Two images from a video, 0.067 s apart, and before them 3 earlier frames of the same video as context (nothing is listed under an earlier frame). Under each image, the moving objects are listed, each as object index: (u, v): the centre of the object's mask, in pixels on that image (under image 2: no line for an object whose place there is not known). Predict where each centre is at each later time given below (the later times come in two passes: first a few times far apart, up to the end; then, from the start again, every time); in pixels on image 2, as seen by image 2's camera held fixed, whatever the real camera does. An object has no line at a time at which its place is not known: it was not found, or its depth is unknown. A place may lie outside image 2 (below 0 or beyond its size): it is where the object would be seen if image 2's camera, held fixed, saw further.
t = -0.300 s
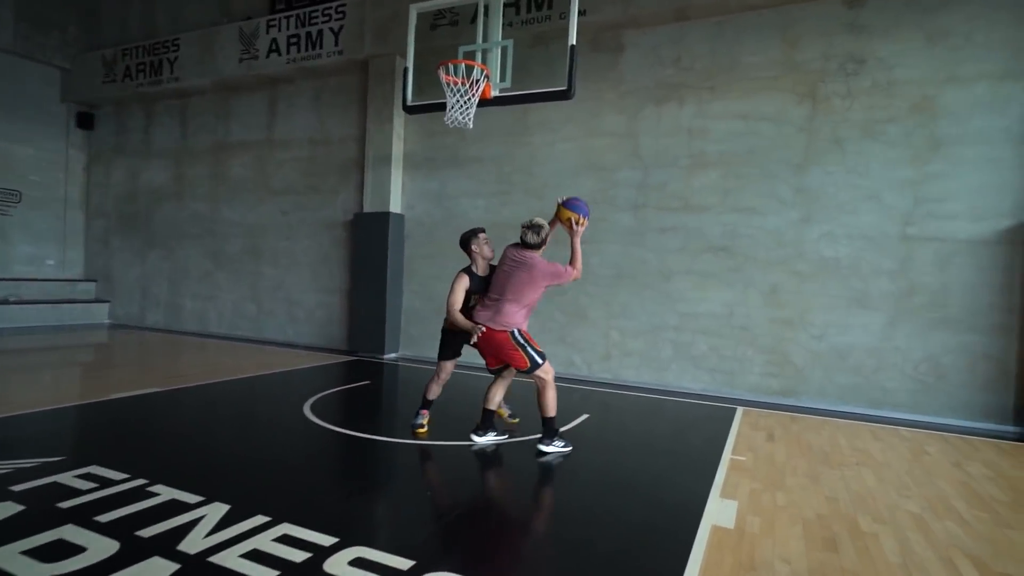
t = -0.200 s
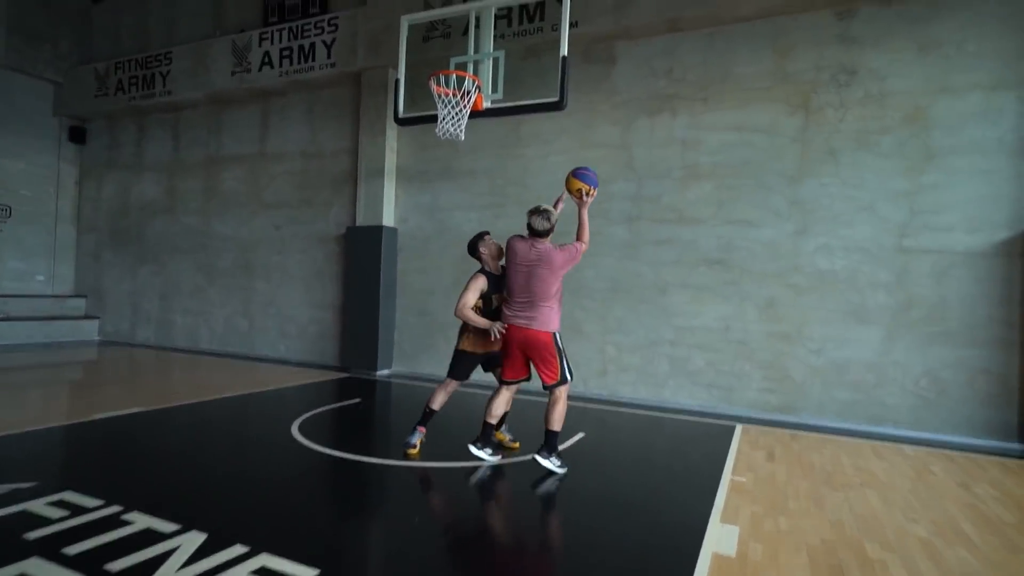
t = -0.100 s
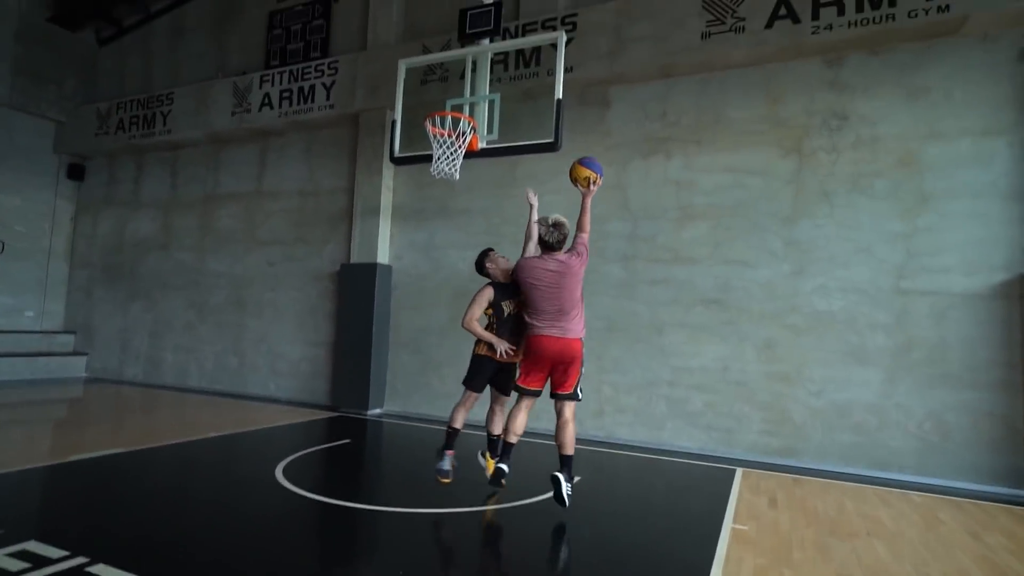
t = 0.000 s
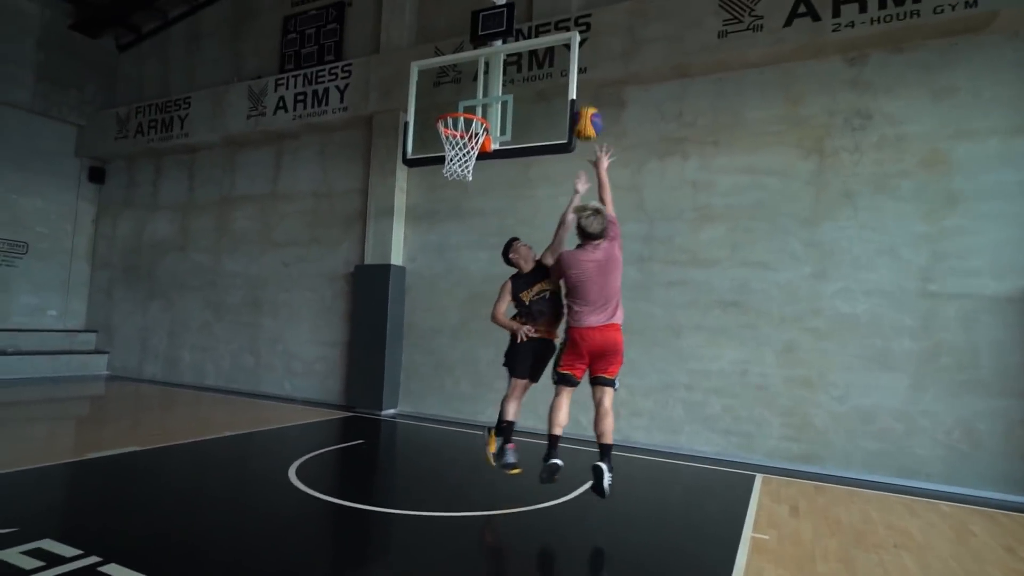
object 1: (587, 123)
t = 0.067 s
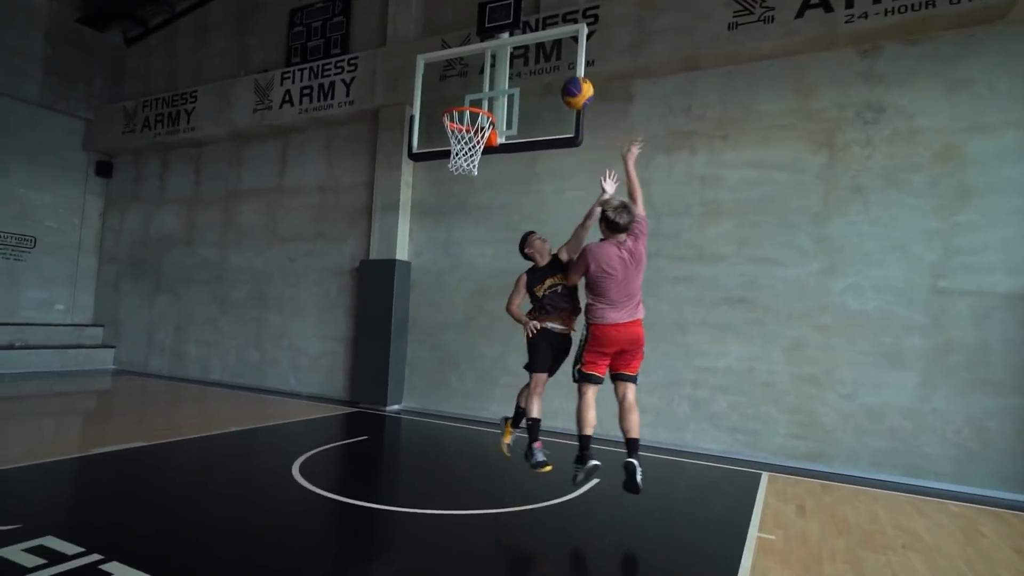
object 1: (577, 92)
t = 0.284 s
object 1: (530, 59)
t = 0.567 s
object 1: (478, 95)
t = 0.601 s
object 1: (473, 100)
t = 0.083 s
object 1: (574, 87)
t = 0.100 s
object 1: (570, 82)
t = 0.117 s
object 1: (566, 78)
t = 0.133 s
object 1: (562, 75)
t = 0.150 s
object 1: (560, 72)
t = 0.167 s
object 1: (556, 69)
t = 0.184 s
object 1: (552, 66)
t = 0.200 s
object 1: (548, 64)
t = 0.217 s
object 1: (544, 62)
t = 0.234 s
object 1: (541, 61)
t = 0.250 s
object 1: (537, 60)
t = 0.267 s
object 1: (533, 59)
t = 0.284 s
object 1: (530, 59)
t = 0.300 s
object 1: (527, 58)
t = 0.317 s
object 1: (524, 58)
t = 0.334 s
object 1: (522, 58)
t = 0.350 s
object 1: (518, 60)
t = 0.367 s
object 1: (515, 61)
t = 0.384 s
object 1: (511, 62)
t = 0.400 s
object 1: (509, 64)
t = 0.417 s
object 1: (505, 66)
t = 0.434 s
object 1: (502, 68)
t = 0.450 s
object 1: (499, 70)
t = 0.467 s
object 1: (495, 73)
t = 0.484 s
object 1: (492, 76)
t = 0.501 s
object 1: (490, 78)
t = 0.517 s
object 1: (487, 82)
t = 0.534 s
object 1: (485, 86)
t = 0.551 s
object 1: (482, 91)
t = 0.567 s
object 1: (478, 95)
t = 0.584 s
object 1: (476, 98)
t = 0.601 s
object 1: (473, 100)
